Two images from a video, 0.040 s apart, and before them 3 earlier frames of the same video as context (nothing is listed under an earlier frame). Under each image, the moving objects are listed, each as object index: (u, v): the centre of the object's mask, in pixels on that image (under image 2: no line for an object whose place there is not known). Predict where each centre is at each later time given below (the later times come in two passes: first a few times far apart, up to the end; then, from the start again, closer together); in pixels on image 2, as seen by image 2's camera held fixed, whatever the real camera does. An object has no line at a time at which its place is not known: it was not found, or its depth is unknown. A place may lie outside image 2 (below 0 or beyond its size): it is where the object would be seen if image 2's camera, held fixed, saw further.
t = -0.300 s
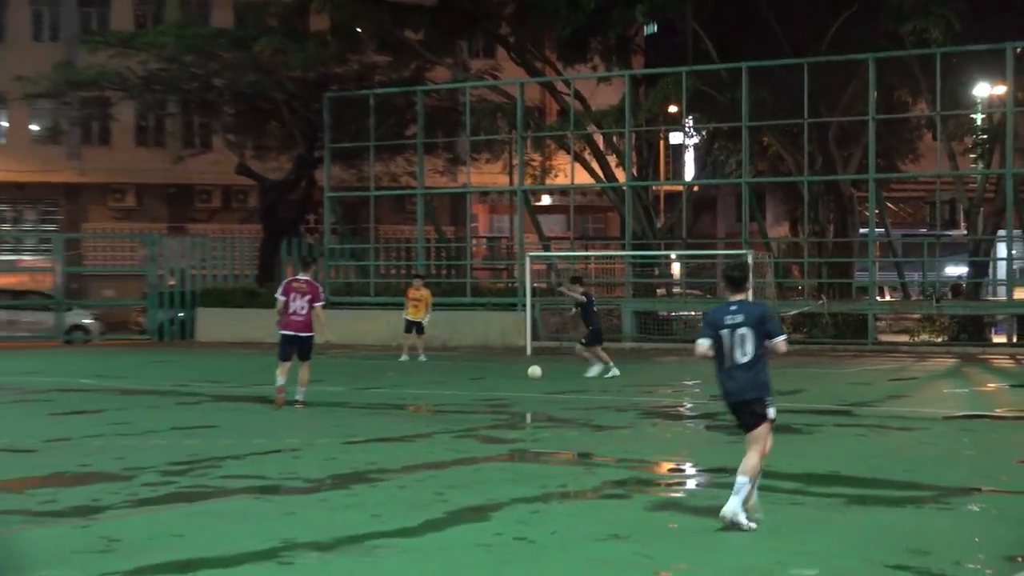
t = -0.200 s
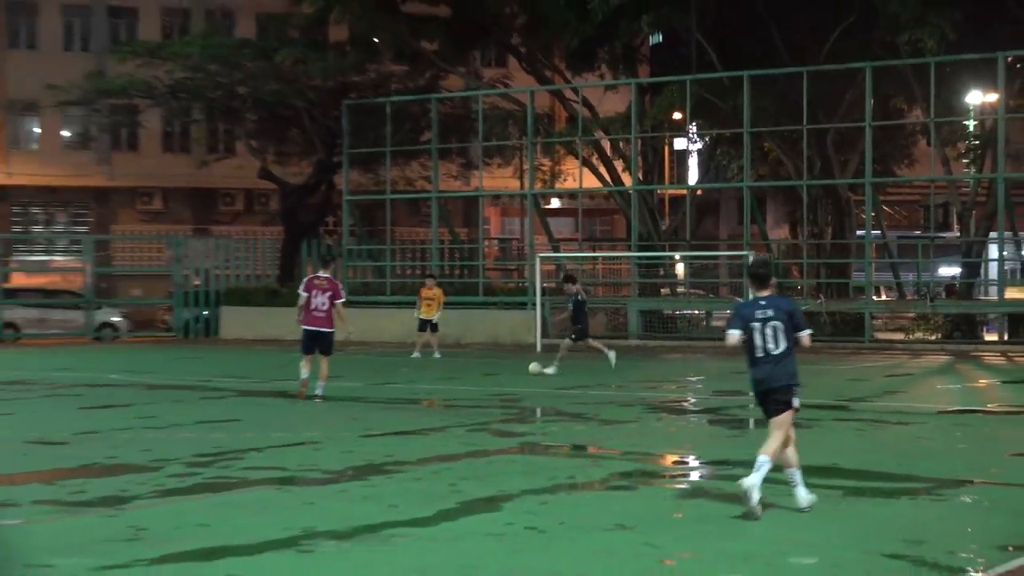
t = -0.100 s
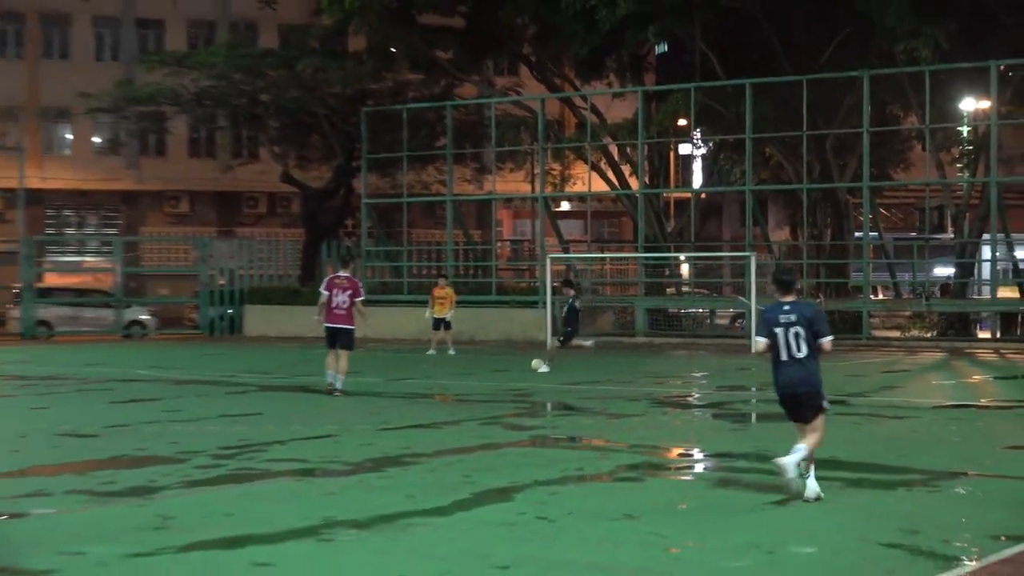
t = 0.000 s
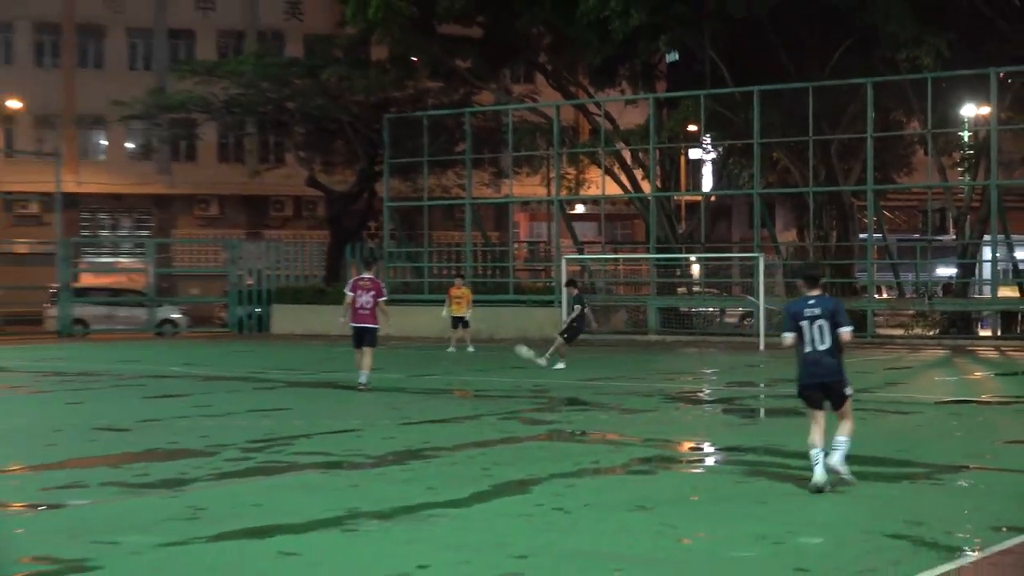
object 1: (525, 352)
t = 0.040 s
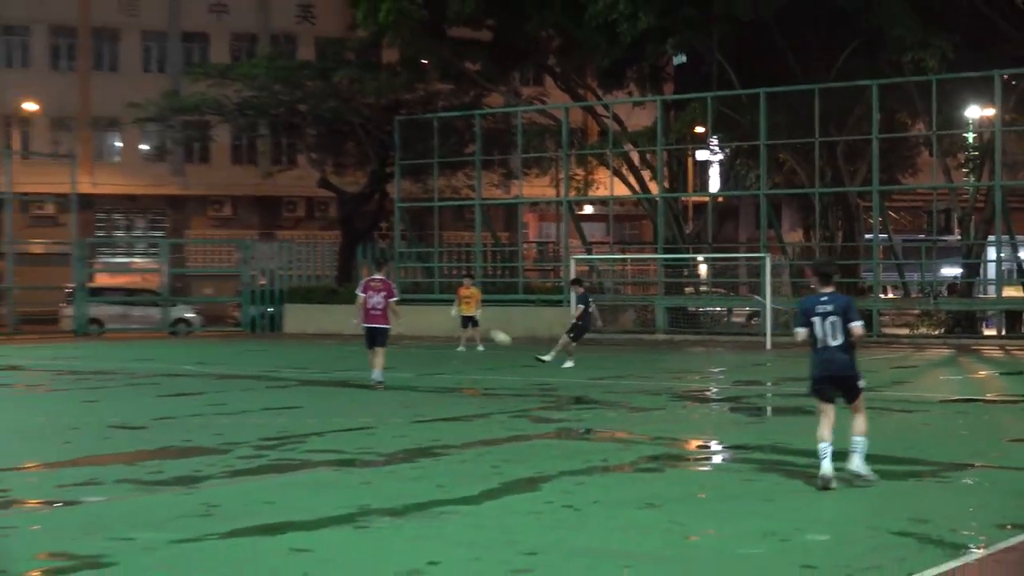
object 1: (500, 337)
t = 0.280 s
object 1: (279, 257)
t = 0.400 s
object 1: (149, 218)
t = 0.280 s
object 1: (279, 257)
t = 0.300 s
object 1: (258, 250)
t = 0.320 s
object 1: (238, 245)
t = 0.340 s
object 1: (216, 238)
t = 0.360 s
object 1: (194, 231)
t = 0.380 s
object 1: (172, 224)
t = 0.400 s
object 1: (149, 218)
